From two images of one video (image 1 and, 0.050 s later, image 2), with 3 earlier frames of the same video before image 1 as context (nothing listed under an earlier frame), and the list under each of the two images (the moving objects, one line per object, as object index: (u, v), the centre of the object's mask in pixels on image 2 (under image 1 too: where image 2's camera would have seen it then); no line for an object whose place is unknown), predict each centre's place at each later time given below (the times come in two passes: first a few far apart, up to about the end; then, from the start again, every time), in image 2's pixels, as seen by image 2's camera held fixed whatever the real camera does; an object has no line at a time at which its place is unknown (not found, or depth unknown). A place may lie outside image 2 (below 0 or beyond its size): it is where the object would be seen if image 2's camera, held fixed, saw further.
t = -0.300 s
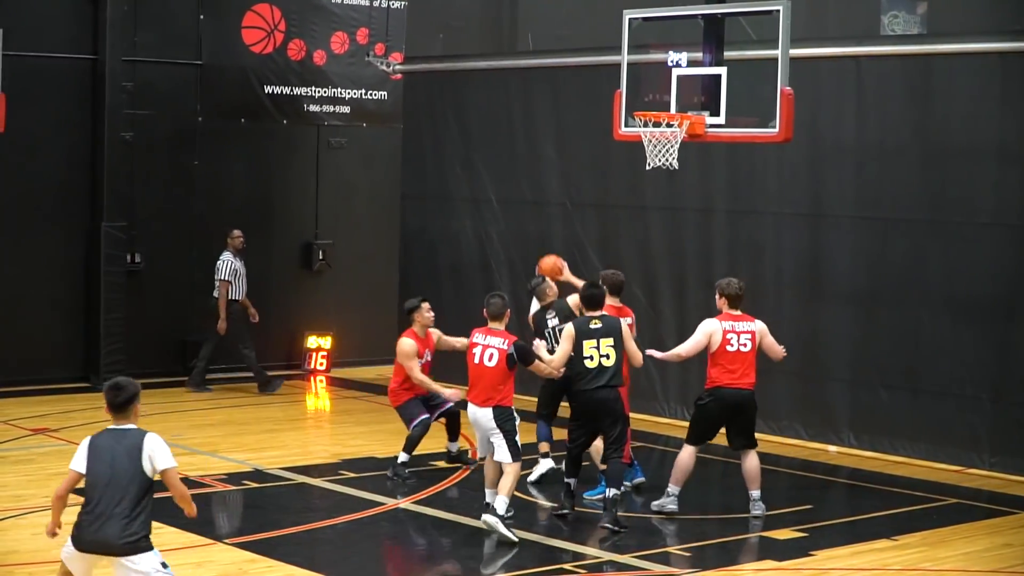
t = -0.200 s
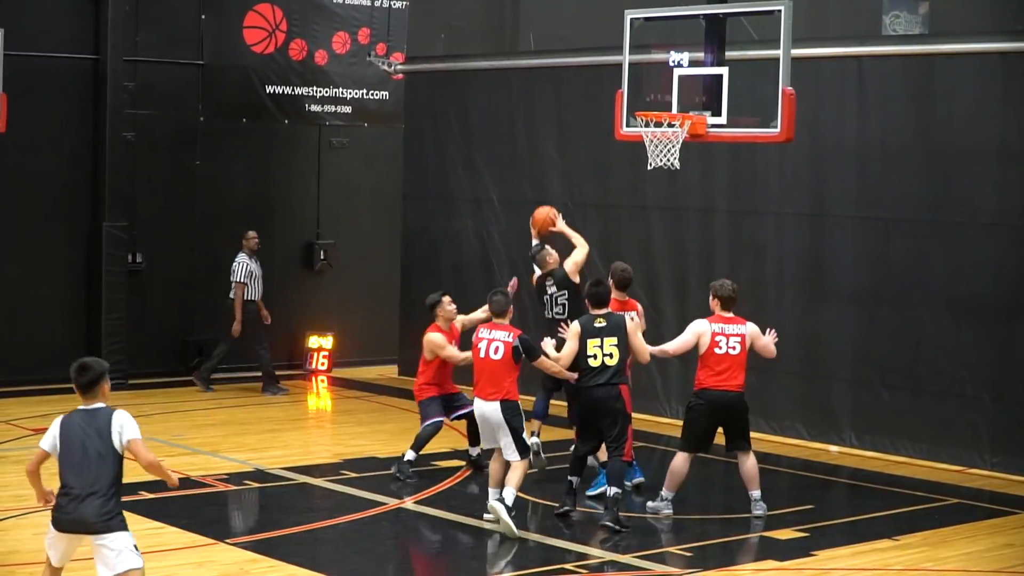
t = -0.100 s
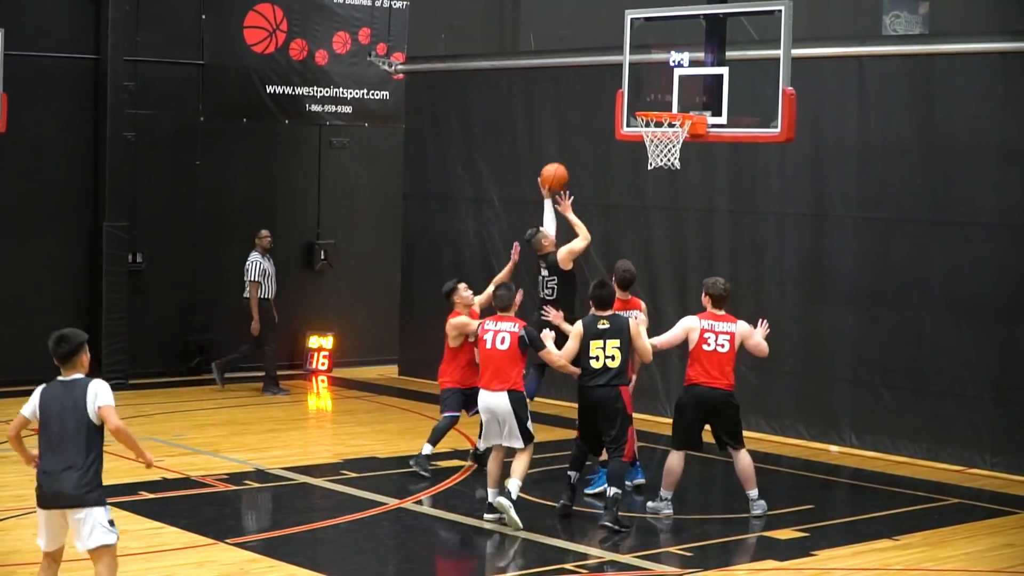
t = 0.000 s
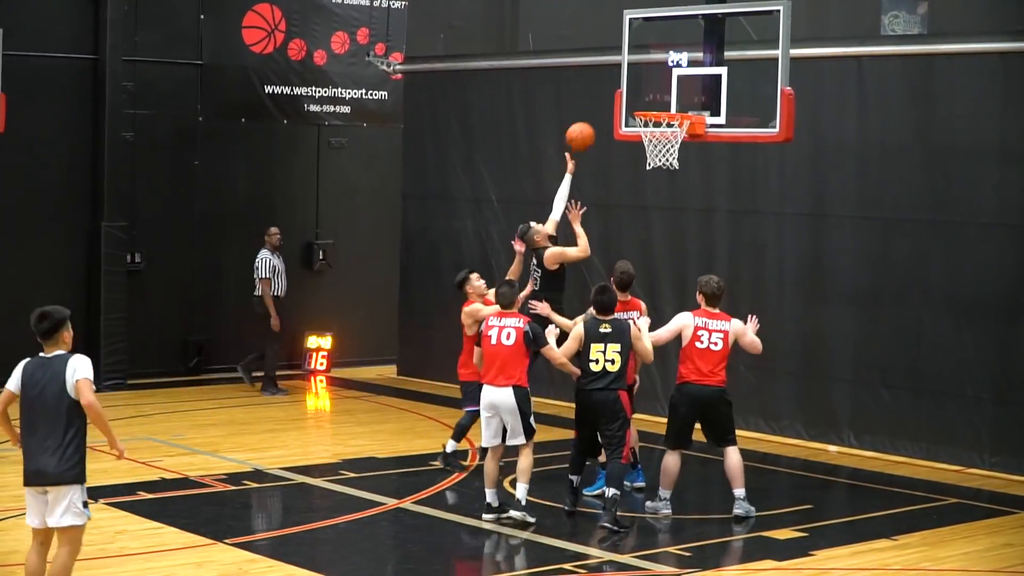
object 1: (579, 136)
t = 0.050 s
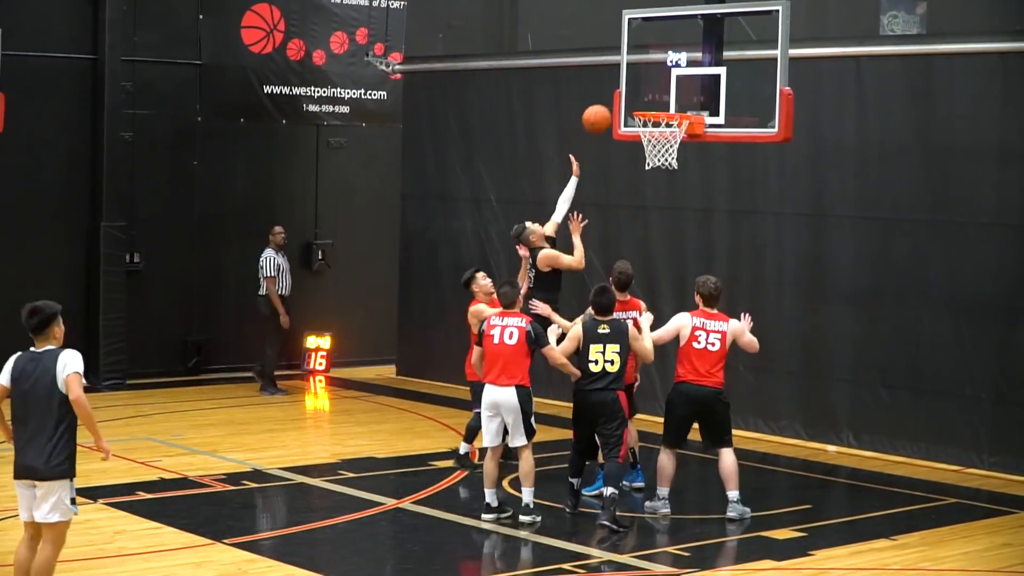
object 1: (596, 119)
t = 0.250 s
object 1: (654, 80)
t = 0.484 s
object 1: (658, 103)
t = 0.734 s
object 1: (667, 166)
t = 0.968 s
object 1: (667, 243)
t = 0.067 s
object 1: (602, 113)
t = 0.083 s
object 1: (608, 108)
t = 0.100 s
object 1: (614, 104)
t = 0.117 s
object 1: (620, 99)
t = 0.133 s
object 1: (626, 96)
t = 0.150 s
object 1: (631, 92)
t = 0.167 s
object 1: (638, 89)
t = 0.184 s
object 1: (643, 86)
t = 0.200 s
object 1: (649, 83)
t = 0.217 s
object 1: (653, 81)
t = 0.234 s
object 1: (654, 81)
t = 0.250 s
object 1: (654, 80)
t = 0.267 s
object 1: (655, 80)
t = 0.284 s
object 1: (655, 80)
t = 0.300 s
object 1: (655, 81)
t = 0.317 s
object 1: (655, 81)
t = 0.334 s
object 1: (655, 82)
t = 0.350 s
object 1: (655, 84)
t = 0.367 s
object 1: (656, 85)
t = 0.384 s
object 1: (656, 87)
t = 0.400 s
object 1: (657, 89)
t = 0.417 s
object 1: (657, 92)
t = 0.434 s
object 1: (657, 96)
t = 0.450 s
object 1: (657, 98)
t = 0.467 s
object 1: (658, 100)
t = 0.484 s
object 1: (658, 103)
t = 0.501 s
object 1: (658, 105)
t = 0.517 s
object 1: (659, 112)
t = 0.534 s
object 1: (660, 118)
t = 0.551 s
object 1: (661, 121)
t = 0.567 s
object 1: (661, 126)
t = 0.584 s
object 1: (662, 128)
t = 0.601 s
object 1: (662, 131)
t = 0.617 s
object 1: (663, 138)
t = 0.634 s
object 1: (663, 142)
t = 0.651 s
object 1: (663, 143)
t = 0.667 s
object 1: (665, 149)
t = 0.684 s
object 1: (666, 150)
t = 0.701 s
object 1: (667, 163)
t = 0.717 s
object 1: (667, 164)
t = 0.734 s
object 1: (667, 166)
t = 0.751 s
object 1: (667, 168)
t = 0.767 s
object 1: (666, 171)
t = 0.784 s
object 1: (666, 174)
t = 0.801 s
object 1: (666, 179)
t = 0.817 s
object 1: (667, 184)
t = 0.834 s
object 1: (667, 189)
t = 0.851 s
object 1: (667, 194)
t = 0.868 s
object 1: (667, 201)
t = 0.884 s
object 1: (667, 207)
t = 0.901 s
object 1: (667, 213)
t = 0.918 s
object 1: (667, 220)
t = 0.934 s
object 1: (667, 227)
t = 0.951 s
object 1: (667, 235)
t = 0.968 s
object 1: (667, 243)
